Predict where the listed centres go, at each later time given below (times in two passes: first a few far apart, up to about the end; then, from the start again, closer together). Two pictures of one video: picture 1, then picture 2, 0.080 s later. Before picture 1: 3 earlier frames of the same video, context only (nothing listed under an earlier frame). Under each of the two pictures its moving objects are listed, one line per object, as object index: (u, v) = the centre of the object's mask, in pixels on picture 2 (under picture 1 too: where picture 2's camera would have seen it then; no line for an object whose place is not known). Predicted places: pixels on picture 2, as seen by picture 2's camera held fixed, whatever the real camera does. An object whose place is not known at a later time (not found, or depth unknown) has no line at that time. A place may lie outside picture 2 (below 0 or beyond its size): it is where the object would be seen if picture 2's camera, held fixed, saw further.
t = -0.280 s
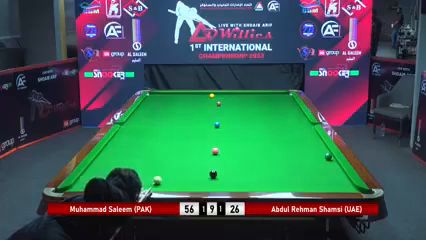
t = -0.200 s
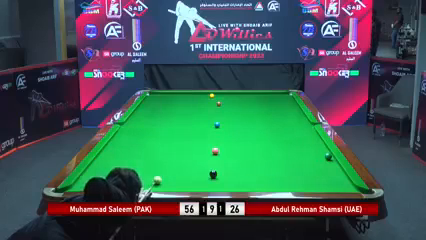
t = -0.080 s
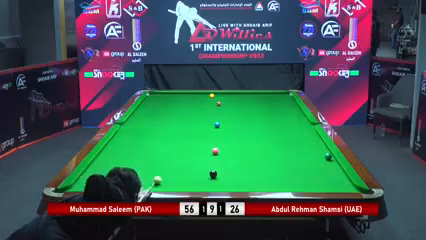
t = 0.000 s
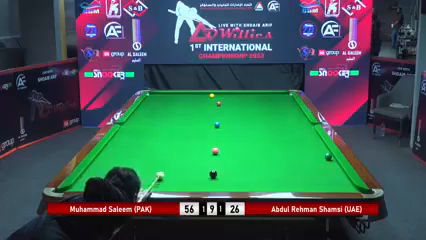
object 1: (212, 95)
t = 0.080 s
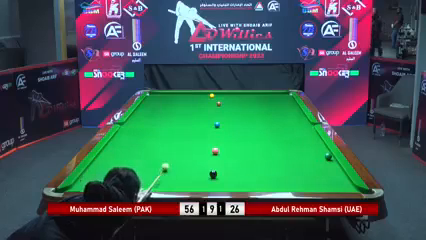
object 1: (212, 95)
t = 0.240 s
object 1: (211, 96)
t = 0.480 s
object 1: (211, 96)
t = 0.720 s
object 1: (211, 96)
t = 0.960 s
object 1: (211, 96)
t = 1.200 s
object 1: (212, 96)
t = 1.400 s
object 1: (217, 94)
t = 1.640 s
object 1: (229, 94)
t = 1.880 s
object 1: (237, 96)
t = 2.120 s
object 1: (245, 99)
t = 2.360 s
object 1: (253, 101)
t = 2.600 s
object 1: (262, 103)
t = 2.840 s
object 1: (270, 106)
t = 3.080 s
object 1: (278, 108)
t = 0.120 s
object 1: (211, 96)
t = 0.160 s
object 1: (211, 96)
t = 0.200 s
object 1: (211, 96)
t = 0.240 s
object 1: (211, 96)
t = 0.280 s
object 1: (211, 96)
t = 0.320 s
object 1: (211, 96)
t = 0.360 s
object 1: (211, 96)
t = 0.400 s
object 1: (211, 96)
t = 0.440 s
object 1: (211, 96)
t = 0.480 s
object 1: (211, 96)
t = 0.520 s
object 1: (211, 96)
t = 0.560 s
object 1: (211, 96)
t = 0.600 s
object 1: (211, 96)
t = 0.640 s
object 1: (211, 96)
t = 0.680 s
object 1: (211, 96)
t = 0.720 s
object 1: (211, 96)
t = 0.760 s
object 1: (211, 96)
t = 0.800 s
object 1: (211, 96)
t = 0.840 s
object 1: (211, 96)
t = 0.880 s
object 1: (211, 96)
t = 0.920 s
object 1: (211, 96)
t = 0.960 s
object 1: (211, 96)
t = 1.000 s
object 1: (211, 96)
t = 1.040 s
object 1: (211, 96)
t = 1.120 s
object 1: (211, 96)
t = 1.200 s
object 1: (212, 96)
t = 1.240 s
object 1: (212, 96)
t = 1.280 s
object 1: (212, 96)
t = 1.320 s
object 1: (212, 96)
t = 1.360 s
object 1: (214, 95)
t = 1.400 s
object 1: (217, 94)
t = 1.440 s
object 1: (220, 93)
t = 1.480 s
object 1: (223, 93)
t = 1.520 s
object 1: (225, 93)
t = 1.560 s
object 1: (227, 93)
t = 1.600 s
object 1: (228, 94)
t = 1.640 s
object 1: (229, 94)
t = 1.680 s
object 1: (230, 94)
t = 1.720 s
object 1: (232, 94)
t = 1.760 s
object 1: (233, 95)
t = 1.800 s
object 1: (234, 96)
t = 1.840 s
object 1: (236, 96)
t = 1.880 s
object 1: (237, 96)
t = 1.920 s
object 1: (238, 97)
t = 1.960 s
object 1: (240, 97)
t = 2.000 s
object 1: (241, 97)
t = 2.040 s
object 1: (242, 98)
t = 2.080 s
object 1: (244, 98)
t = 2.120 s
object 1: (245, 99)
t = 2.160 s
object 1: (246, 99)
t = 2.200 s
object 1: (248, 99)
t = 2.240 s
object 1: (249, 100)
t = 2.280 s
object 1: (251, 100)
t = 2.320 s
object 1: (252, 100)
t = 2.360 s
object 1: (253, 101)
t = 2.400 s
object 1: (255, 101)
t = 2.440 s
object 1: (256, 102)
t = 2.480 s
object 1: (258, 102)
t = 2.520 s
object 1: (259, 102)
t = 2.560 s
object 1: (260, 103)
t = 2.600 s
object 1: (262, 103)
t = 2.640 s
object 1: (263, 104)
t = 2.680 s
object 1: (264, 104)
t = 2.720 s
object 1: (266, 104)
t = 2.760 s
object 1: (267, 105)
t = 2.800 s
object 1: (268, 105)
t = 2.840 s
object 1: (270, 106)
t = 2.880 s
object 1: (271, 106)
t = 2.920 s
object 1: (273, 106)
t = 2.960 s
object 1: (274, 107)
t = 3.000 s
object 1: (275, 107)
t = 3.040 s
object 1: (277, 108)
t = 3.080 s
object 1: (278, 108)
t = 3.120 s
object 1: (280, 108)
